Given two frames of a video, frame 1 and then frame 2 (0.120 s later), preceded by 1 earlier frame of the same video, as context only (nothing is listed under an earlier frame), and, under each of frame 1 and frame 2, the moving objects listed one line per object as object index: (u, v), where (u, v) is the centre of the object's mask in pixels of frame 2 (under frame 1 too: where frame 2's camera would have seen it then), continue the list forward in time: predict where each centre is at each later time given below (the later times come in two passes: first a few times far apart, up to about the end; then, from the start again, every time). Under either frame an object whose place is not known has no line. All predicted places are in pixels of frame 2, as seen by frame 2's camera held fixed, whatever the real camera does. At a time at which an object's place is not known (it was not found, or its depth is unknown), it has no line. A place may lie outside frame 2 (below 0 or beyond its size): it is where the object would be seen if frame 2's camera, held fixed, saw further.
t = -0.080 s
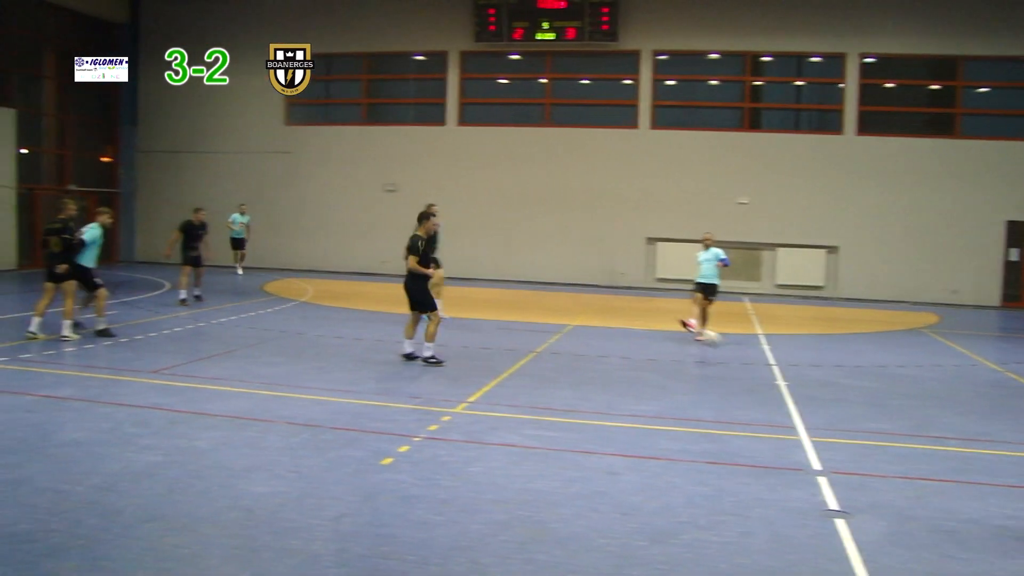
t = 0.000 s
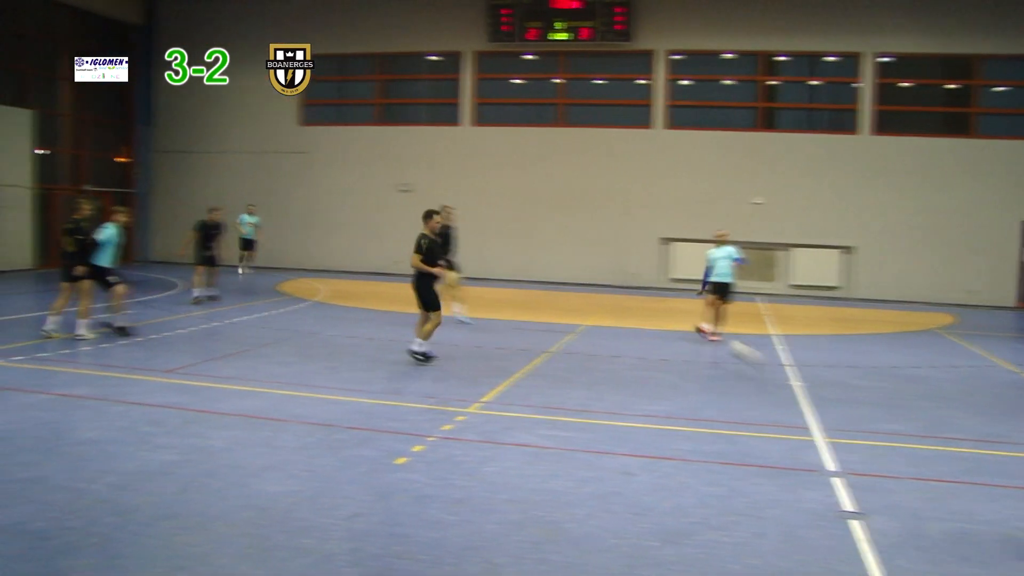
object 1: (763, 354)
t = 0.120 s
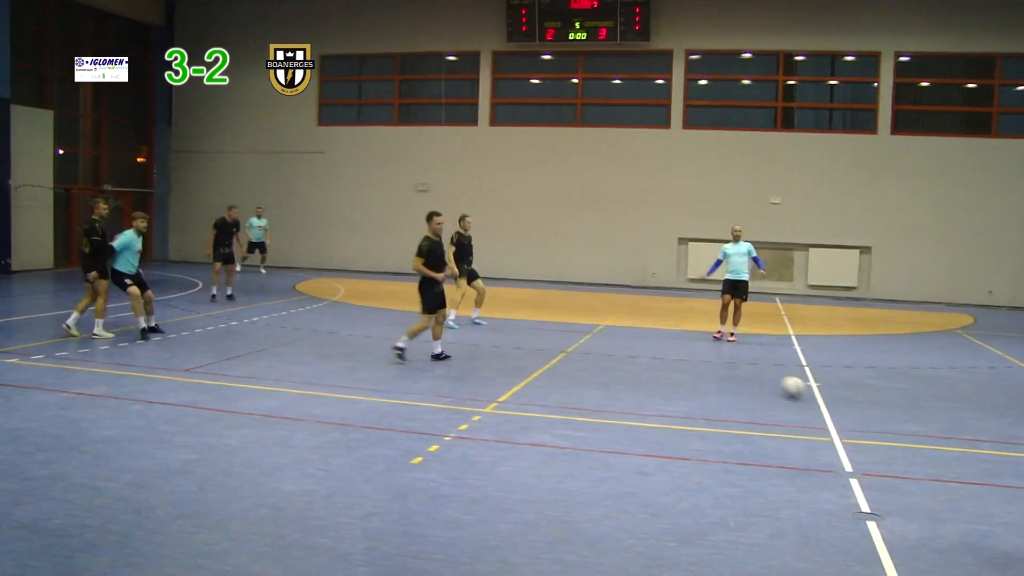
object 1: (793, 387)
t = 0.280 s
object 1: (845, 419)
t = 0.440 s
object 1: (913, 452)
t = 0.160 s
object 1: (802, 391)
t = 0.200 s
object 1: (817, 396)
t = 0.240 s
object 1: (835, 409)
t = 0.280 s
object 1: (845, 419)
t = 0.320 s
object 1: (860, 428)
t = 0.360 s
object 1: (874, 431)
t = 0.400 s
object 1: (892, 438)
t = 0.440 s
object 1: (913, 452)
